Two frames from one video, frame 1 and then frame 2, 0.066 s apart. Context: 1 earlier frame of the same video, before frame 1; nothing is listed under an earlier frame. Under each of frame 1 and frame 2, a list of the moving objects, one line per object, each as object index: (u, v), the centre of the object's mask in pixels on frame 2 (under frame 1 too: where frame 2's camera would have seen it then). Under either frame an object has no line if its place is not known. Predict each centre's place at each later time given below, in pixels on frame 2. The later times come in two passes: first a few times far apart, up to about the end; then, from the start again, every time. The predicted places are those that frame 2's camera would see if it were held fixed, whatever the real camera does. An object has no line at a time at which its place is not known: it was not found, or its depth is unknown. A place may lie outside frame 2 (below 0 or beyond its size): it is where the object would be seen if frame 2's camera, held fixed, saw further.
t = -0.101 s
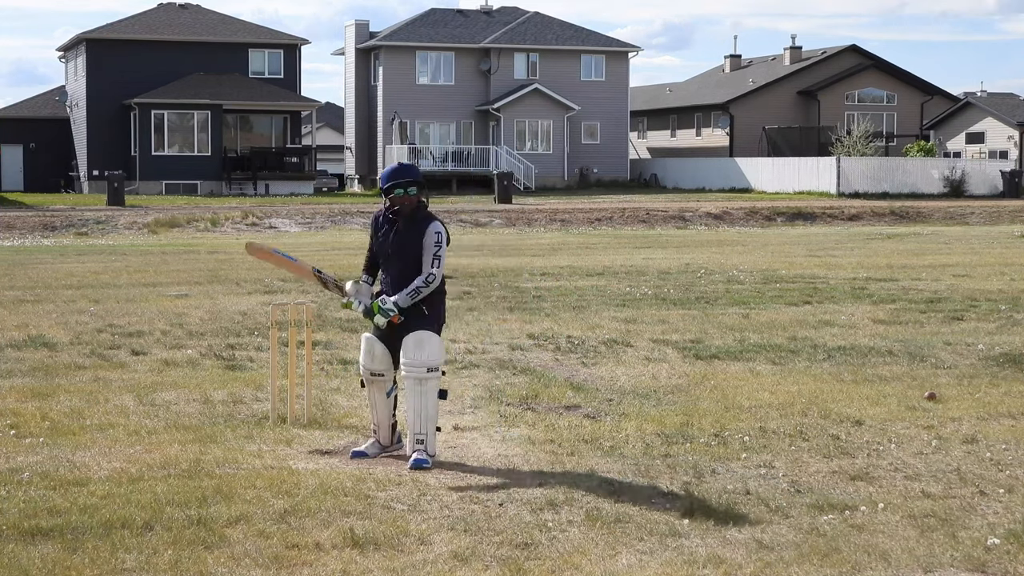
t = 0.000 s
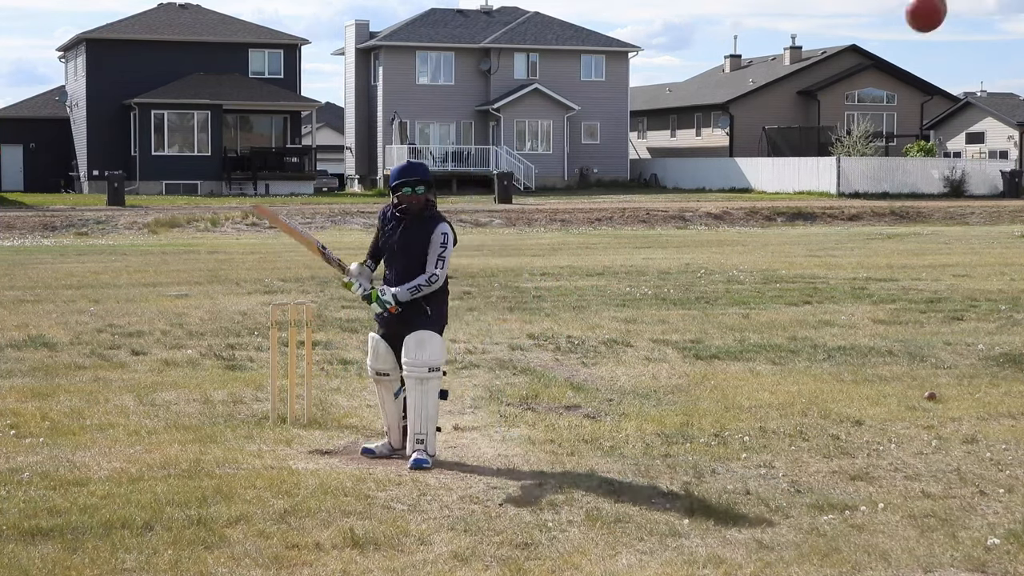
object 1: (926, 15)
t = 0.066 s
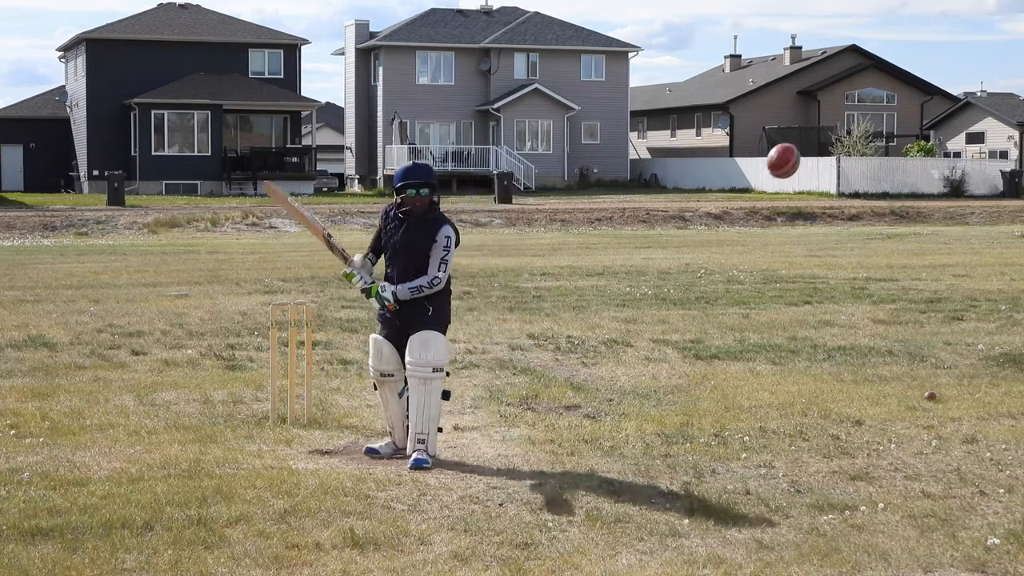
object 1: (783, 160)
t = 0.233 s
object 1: (589, 435)
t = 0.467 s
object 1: (503, 415)
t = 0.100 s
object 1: (730, 224)
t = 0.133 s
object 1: (686, 282)
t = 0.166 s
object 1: (649, 336)
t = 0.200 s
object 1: (617, 388)
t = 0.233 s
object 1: (589, 435)
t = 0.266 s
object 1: (564, 481)
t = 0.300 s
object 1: (543, 526)
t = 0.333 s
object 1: (529, 532)
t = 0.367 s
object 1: (522, 496)
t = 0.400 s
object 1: (515, 465)
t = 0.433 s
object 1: (509, 438)
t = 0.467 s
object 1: (503, 415)
